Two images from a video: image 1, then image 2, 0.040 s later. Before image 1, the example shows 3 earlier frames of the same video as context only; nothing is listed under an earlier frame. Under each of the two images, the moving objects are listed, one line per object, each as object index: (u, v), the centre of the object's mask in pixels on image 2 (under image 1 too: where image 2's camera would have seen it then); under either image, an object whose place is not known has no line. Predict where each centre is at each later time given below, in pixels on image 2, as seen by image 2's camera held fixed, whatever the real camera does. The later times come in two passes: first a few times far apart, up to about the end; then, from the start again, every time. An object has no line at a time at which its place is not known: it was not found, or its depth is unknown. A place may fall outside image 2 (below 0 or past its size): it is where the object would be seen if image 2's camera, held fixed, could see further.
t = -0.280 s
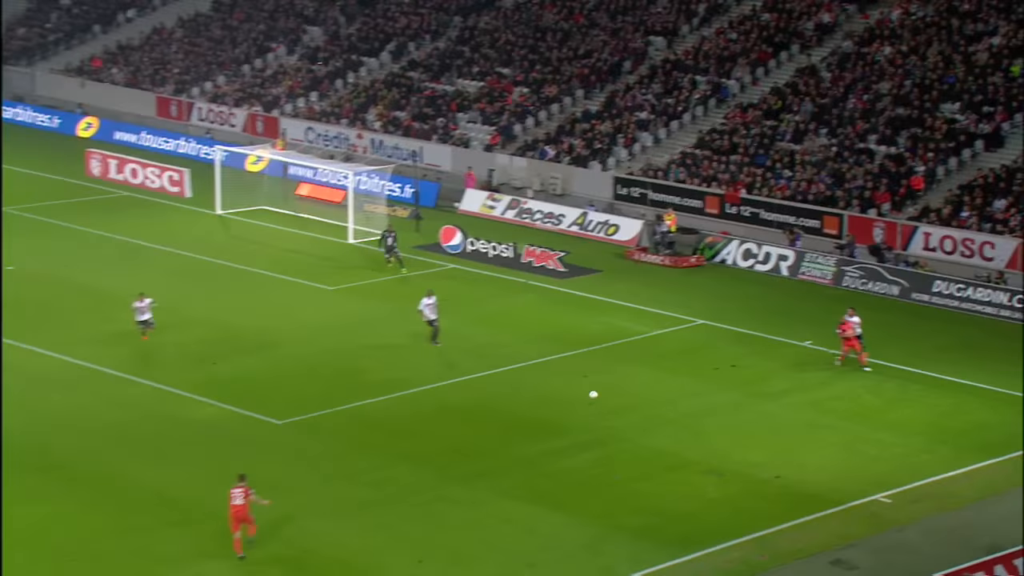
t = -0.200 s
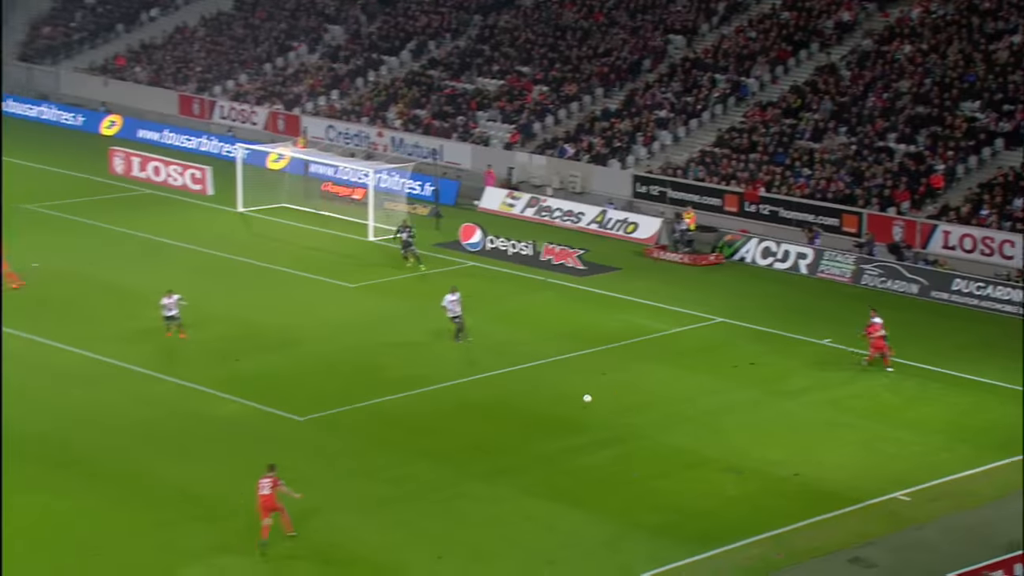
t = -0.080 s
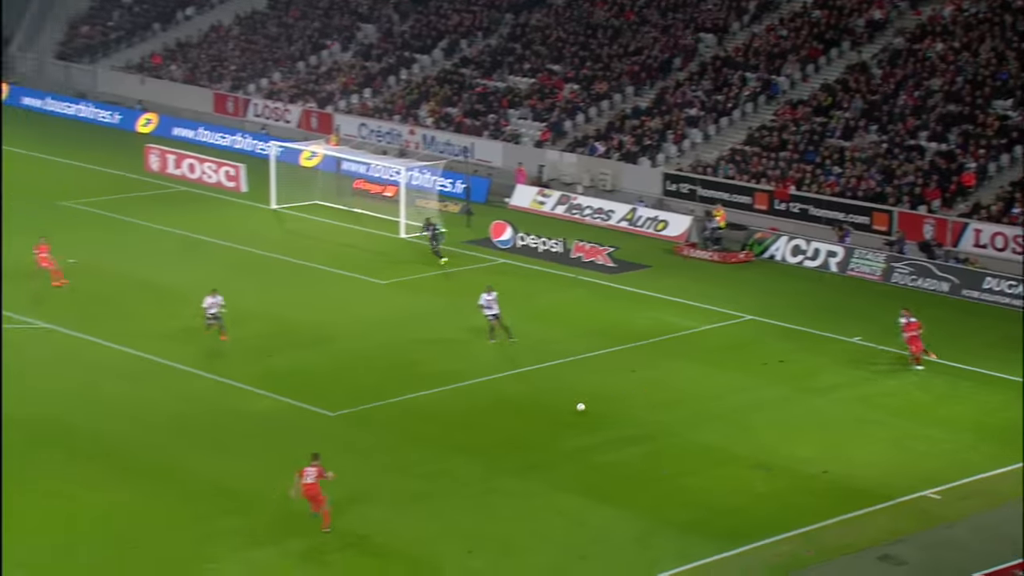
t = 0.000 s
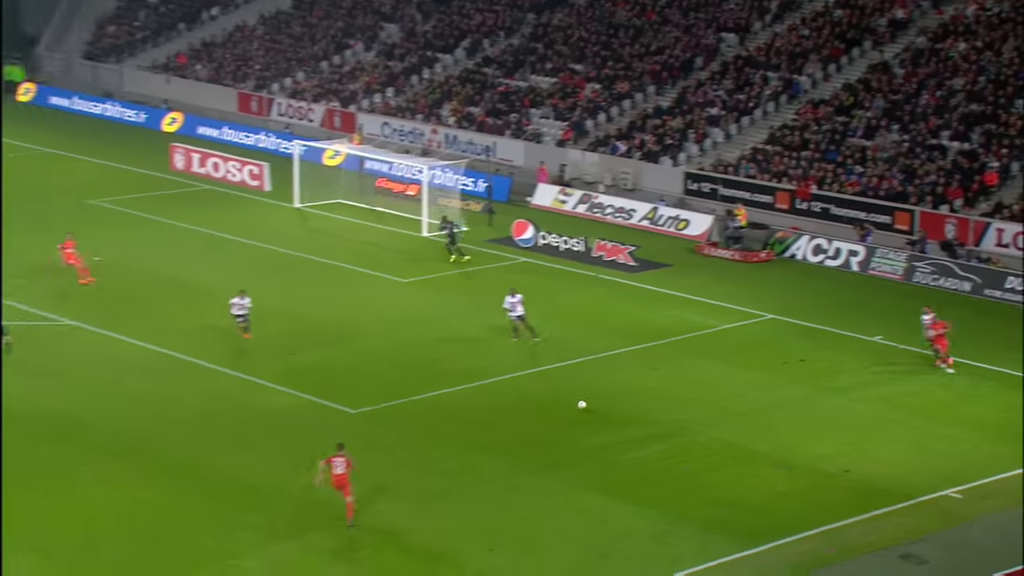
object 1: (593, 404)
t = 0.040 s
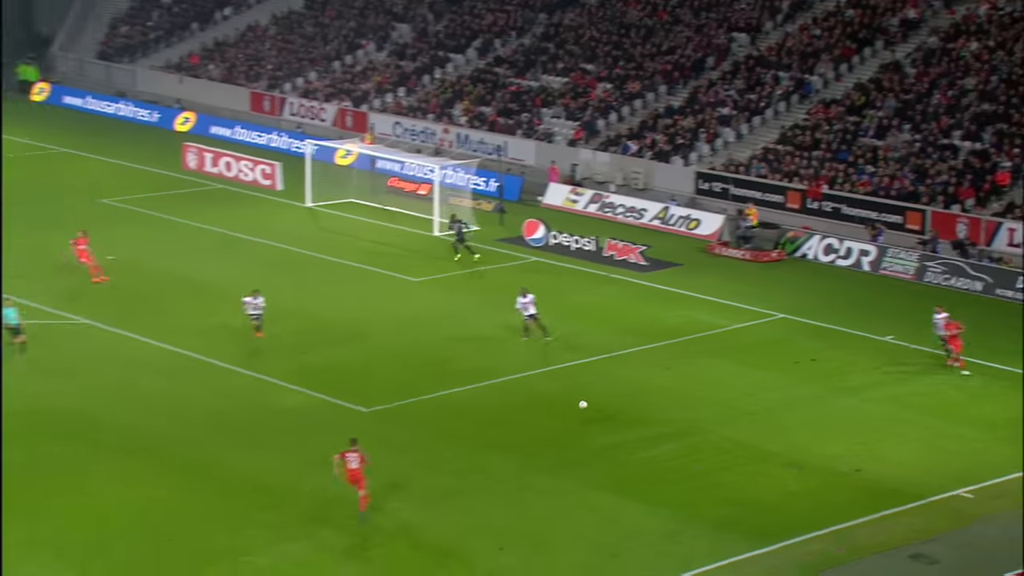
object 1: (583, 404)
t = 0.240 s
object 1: (534, 417)
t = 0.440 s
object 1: (485, 422)
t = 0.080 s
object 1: (573, 405)
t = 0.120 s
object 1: (563, 408)
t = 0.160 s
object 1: (553, 410)
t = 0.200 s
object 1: (544, 413)
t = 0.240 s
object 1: (534, 417)
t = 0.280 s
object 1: (524, 420)
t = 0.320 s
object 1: (514, 420)
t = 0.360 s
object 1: (505, 420)
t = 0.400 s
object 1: (494, 421)
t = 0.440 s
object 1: (485, 422)
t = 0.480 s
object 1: (475, 424)
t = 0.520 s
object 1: (465, 427)
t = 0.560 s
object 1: (455, 431)
